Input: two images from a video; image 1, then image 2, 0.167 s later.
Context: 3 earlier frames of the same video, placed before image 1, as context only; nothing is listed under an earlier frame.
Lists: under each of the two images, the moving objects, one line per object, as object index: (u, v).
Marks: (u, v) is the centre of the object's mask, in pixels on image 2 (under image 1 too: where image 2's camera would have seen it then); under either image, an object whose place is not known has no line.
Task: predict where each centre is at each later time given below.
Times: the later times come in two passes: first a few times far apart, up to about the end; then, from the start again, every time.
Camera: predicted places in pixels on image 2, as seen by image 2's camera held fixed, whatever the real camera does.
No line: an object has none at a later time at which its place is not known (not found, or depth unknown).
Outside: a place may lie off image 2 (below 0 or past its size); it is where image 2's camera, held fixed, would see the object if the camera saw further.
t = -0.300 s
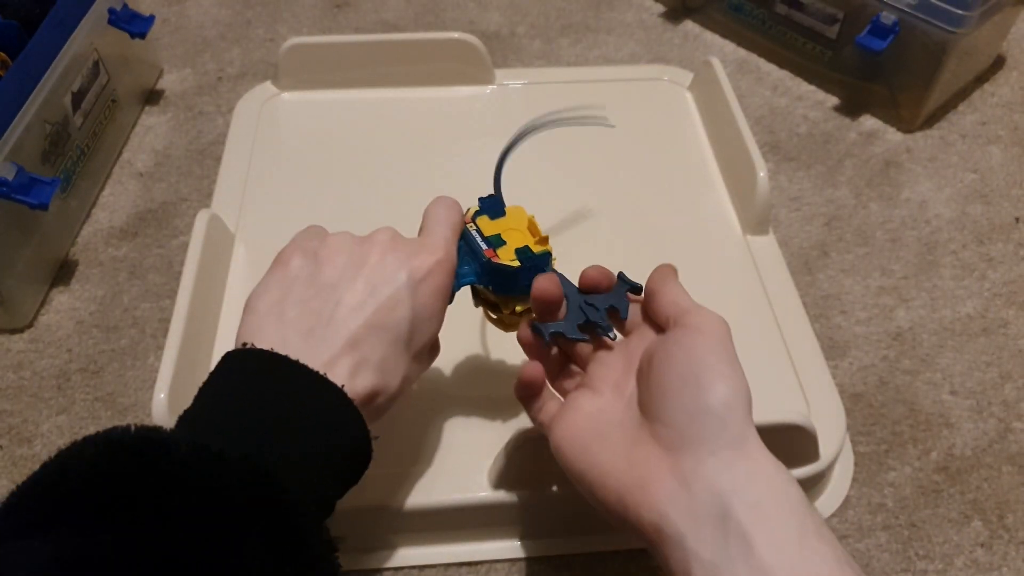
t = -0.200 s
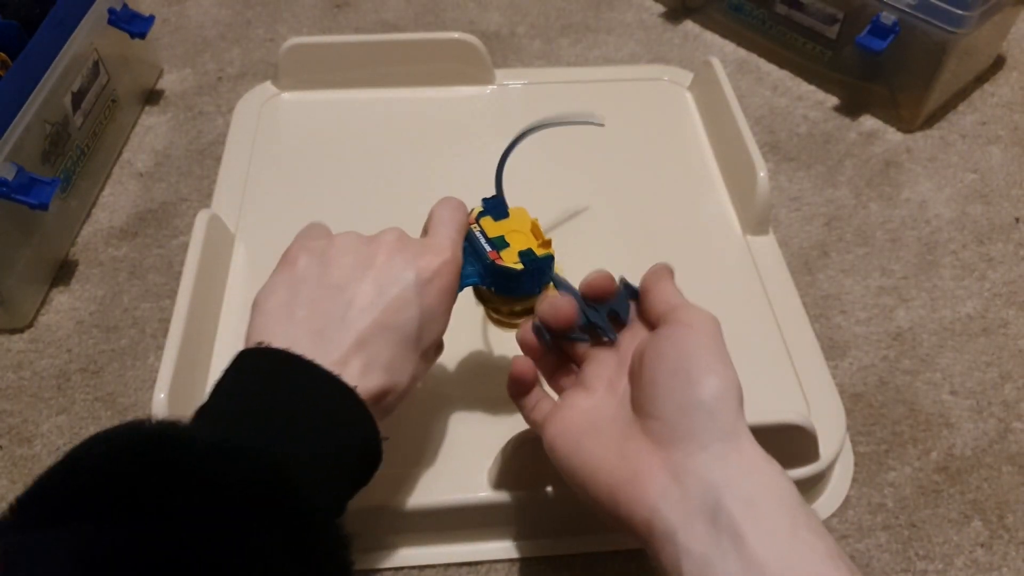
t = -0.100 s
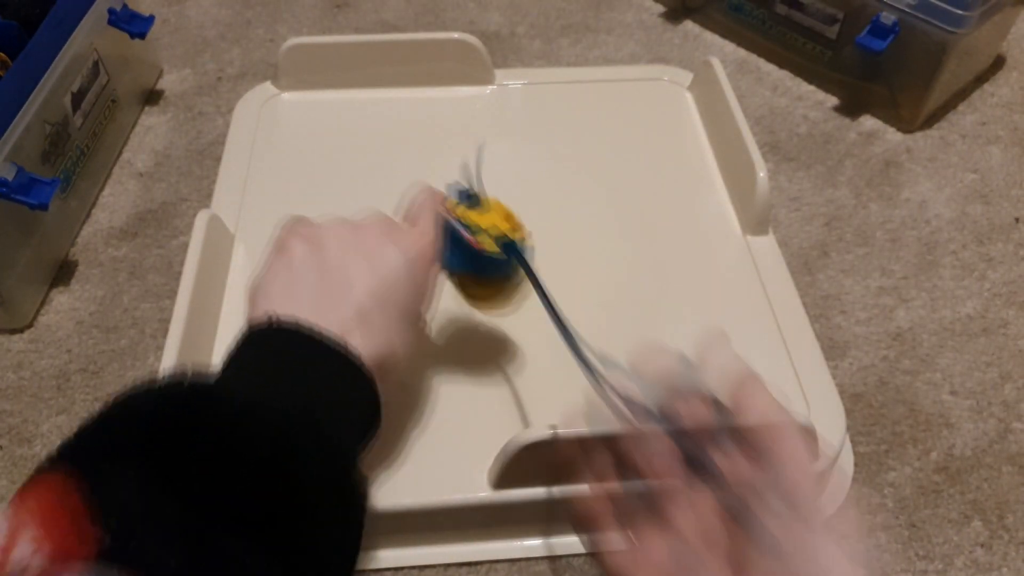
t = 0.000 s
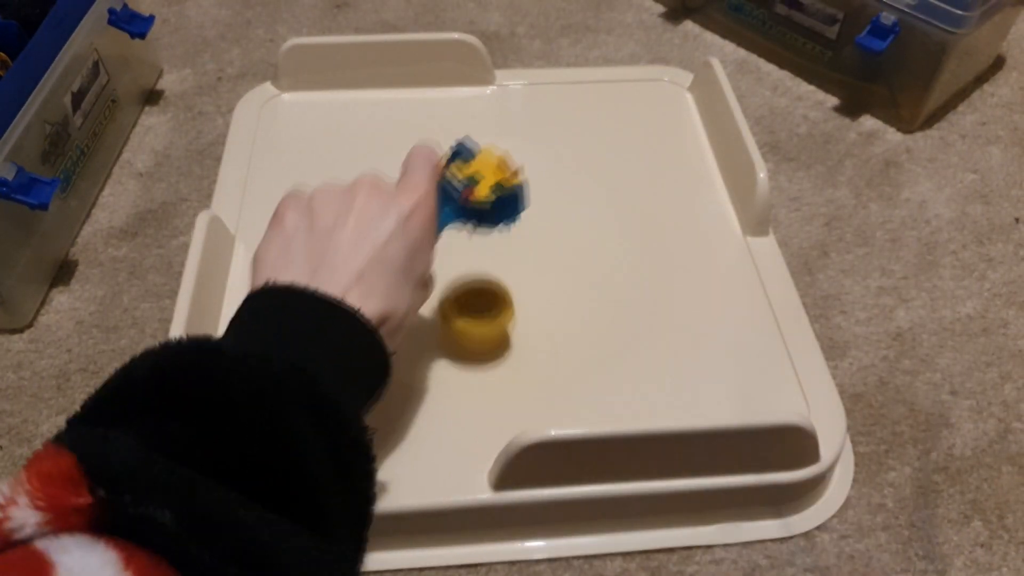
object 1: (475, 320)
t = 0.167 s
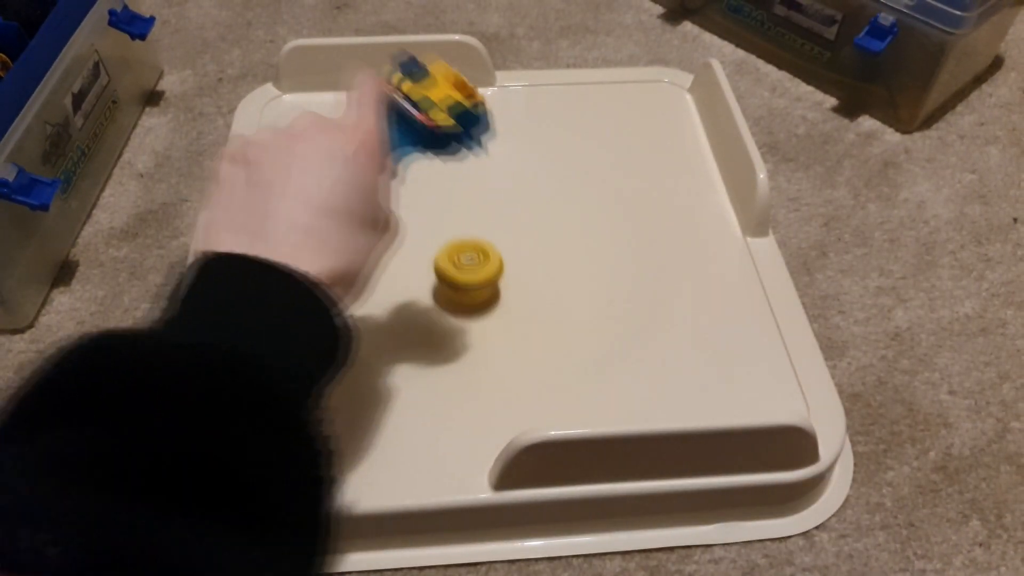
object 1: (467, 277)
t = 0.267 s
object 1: (458, 257)
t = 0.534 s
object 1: (414, 231)
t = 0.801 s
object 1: (434, 267)
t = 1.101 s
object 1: (492, 250)
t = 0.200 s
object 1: (465, 270)
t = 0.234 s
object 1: (462, 263)
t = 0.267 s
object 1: (458, 257)
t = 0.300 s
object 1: (453, 252)
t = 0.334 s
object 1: (447, 246)
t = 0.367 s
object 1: (441, 242)
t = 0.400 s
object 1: (434, 237)
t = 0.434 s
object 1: (427, 233)
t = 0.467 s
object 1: (421, 231)
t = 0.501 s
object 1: (416, 230)
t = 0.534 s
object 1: (414, 231)
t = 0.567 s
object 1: (413, 233)
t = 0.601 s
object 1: (413, 237)
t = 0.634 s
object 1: (414, 242)
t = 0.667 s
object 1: (416, 248)
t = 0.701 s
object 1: (420, 253)
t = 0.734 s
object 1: (424, 258)
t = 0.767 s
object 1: (429, 263)
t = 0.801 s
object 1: (434, 267)
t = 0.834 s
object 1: (439, 270)
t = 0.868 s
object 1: (444, 271)
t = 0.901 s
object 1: (450, 271)
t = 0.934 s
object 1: (457, 269)
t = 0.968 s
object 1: (463, 266)
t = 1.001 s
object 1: (470, 262)
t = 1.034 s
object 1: (477, 258)
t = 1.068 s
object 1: (485, 254)
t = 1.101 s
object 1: (492, 250)
